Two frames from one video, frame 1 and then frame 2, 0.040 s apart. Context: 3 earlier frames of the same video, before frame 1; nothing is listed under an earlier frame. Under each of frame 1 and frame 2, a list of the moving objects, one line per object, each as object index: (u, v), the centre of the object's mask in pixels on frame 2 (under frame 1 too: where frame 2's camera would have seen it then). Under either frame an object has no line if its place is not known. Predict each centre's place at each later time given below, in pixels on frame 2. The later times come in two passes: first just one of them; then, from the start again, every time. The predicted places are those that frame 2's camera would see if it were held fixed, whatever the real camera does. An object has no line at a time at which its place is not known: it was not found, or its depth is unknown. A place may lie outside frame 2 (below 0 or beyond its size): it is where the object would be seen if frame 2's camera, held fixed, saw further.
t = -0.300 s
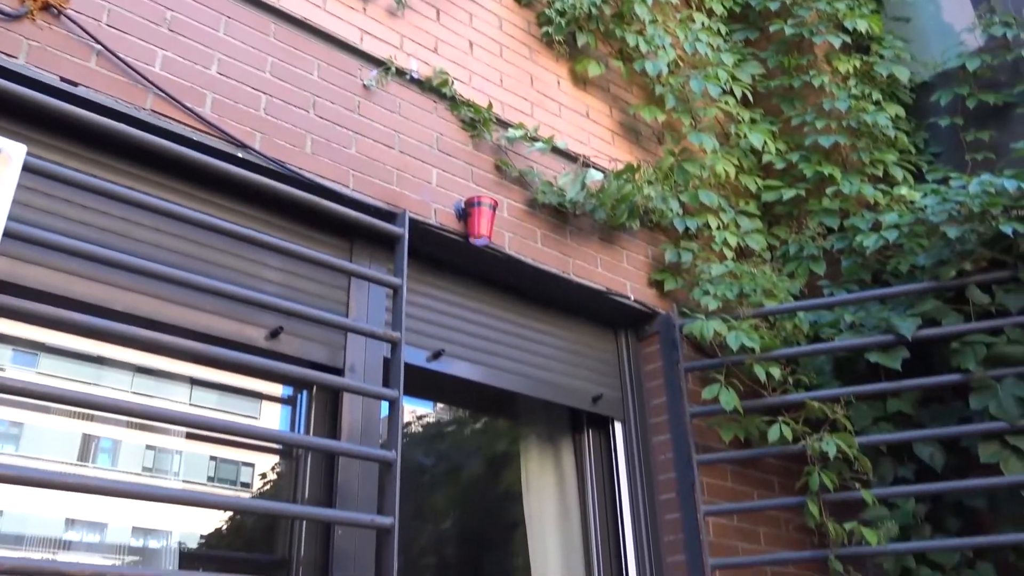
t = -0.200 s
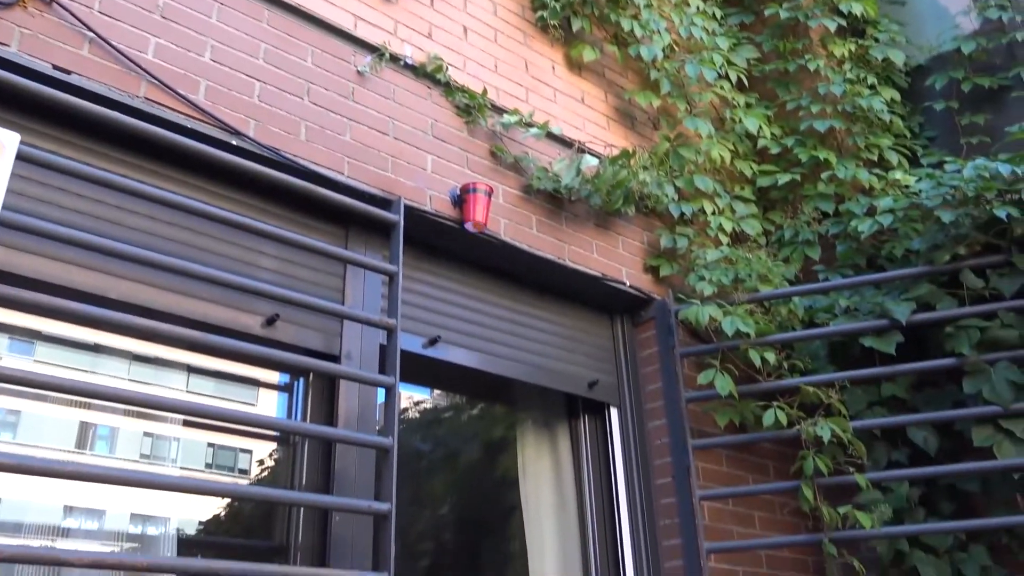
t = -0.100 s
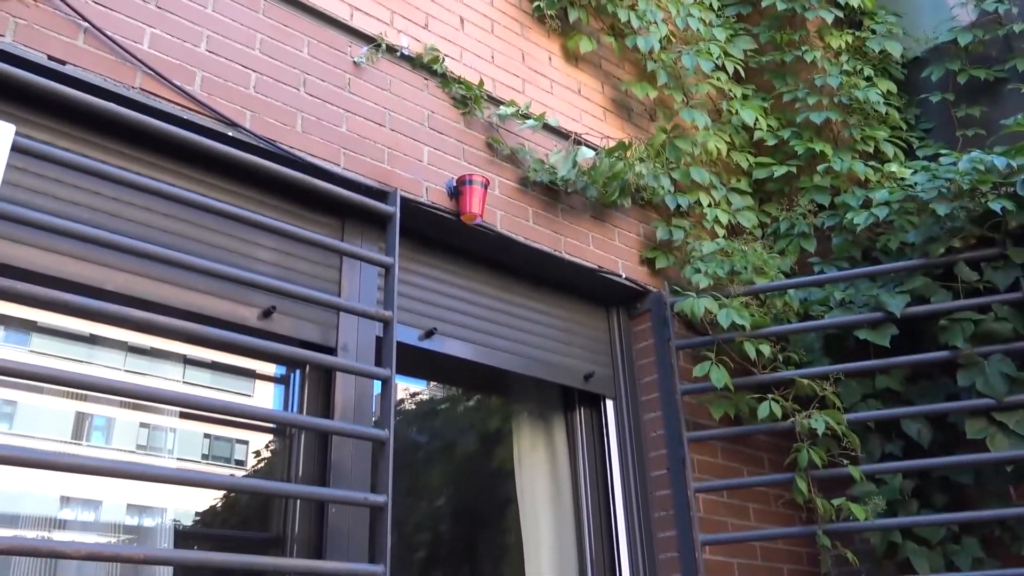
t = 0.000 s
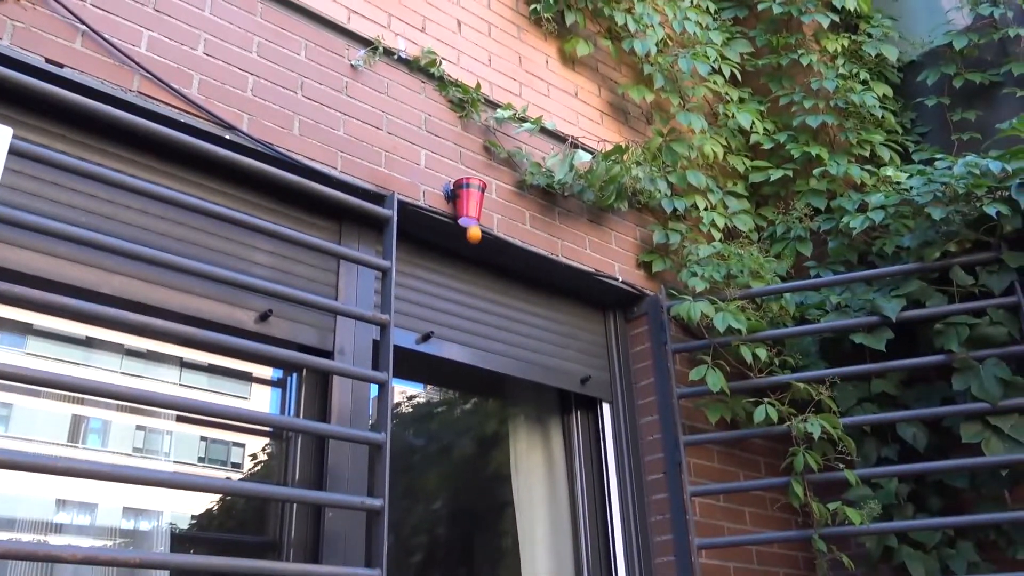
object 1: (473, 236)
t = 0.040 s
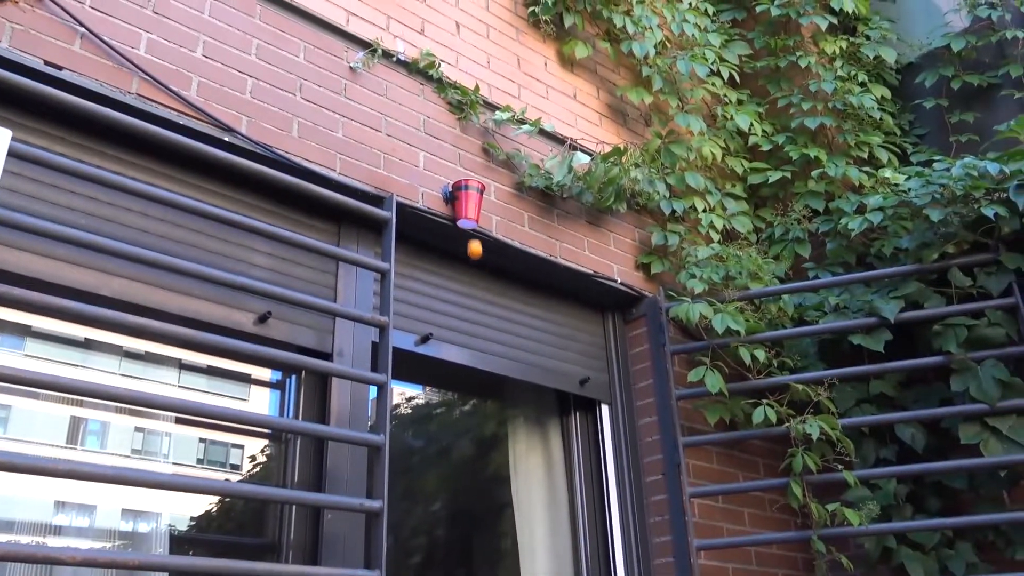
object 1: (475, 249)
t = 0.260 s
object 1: (489, 438)
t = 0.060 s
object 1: (476, 258)
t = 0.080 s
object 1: (477, 267)
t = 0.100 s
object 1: (478, 278)
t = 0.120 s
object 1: (480, 292)
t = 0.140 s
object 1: (480, 306)
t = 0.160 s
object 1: (481, 325)
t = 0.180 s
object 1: (483, 343)
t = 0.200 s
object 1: (485, 366)
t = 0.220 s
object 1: (486, 387)
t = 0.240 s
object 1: (487, 412)
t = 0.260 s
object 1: (489, 438)
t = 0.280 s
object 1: (491, 467)
